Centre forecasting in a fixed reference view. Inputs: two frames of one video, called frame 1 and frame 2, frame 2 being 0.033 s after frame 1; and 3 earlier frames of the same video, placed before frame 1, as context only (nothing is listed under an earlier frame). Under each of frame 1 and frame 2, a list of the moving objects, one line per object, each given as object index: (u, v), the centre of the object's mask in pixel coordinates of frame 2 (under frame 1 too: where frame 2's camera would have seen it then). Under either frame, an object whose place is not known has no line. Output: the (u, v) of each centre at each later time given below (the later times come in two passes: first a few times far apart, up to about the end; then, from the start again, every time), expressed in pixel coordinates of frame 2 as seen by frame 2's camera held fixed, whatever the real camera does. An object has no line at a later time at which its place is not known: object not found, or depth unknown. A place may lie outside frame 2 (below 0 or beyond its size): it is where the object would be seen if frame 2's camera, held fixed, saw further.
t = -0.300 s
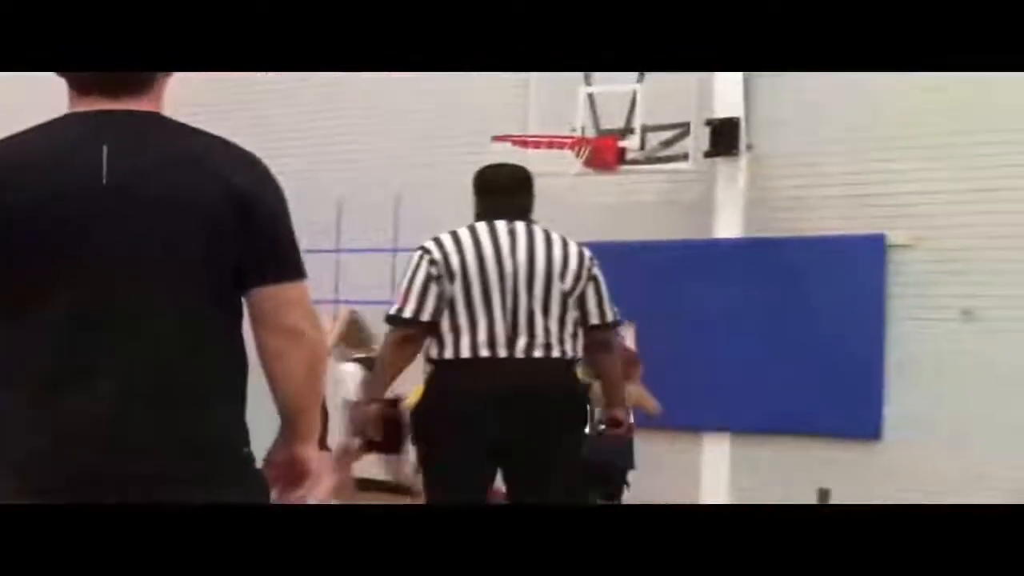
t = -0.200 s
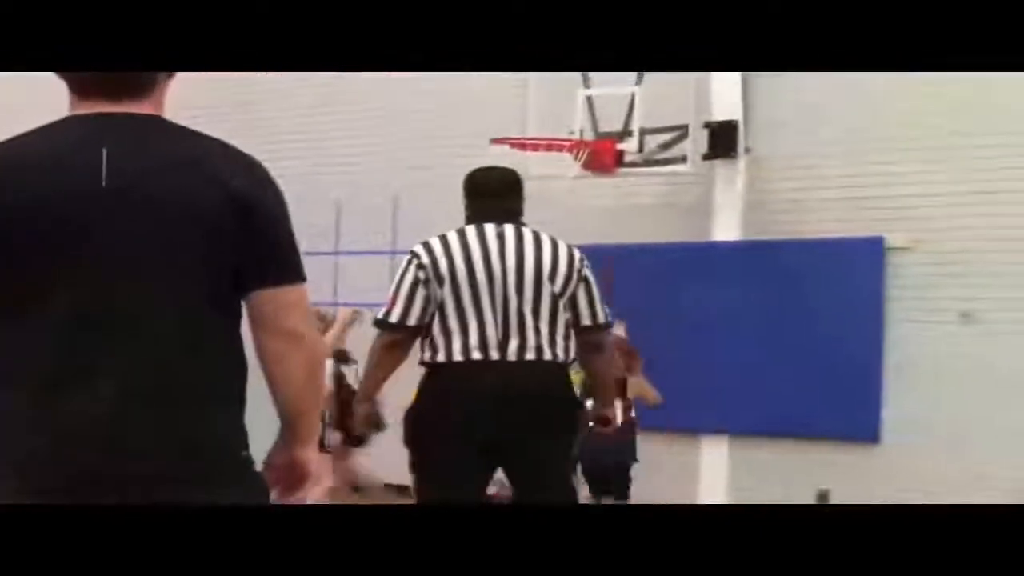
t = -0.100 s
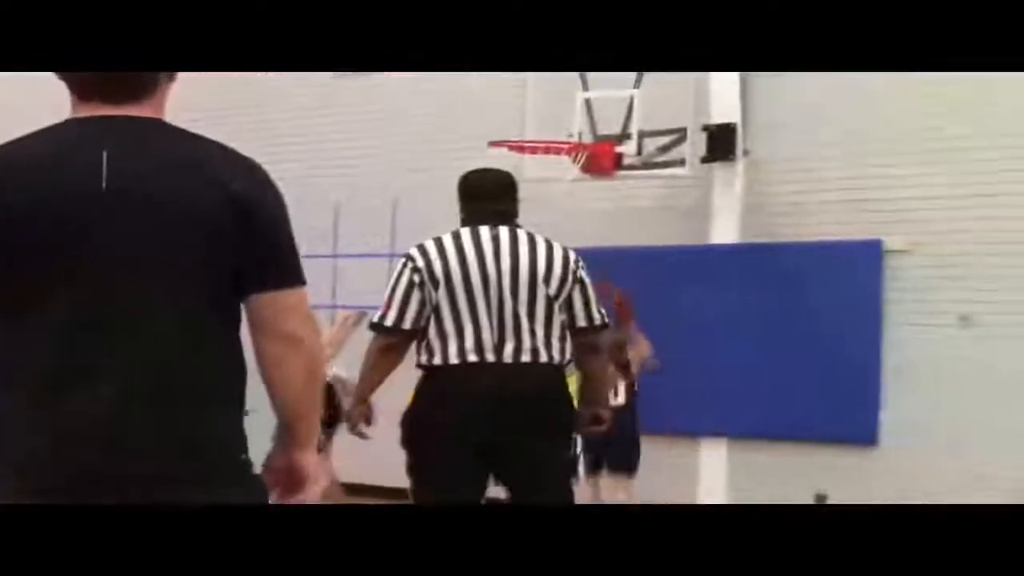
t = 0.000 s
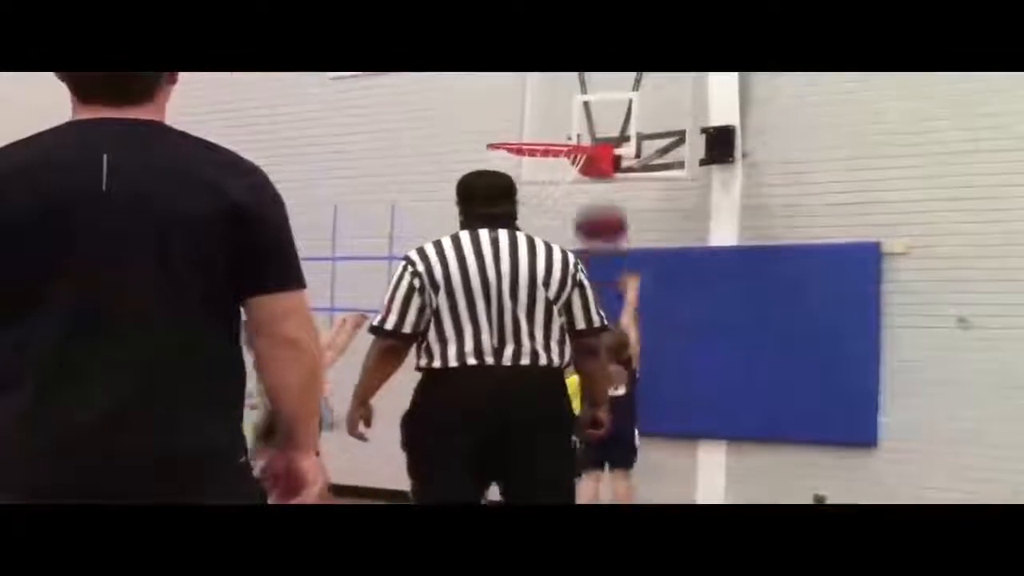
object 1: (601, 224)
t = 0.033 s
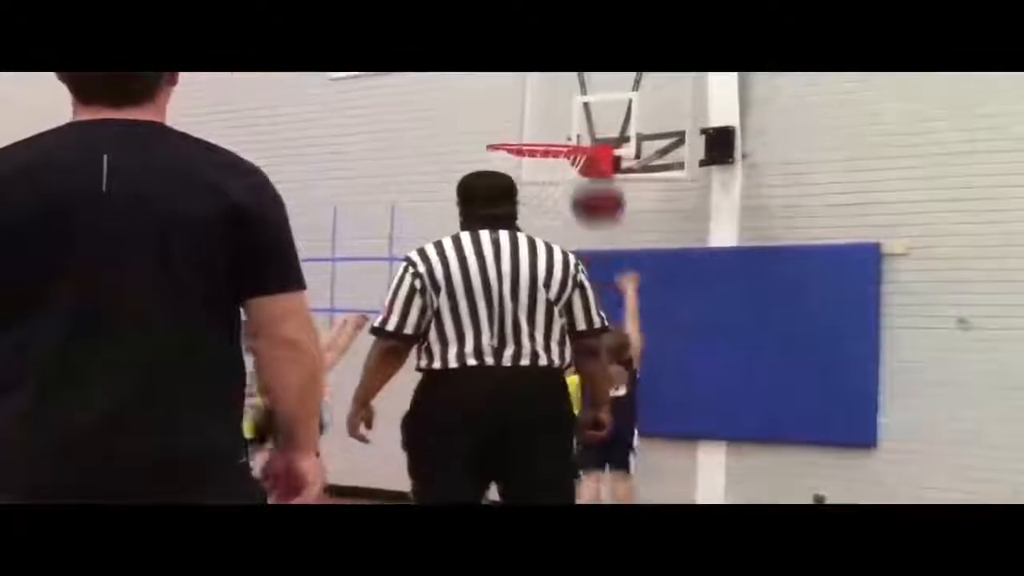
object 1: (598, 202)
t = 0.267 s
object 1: (577, 91)
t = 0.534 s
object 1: (549, 76)
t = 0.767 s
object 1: (522, 157)
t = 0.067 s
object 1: (594, 182)
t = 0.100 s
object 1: (592, 163)
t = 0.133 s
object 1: (589, 144)
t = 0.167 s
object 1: (588, 128)
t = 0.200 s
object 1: (583, 113)
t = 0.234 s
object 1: (580, 102)
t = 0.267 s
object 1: (577, 91)
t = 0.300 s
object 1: (573, 83)
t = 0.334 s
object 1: (571, 78)
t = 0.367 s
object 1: (567, 75)
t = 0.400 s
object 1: (564, 73)
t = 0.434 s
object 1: (560, 72)
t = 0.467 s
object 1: (557, 72)
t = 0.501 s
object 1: (553, 73)
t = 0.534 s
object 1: (549, 76)
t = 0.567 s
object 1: (545, 83)
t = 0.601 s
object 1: (542, 92)
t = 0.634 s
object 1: (538, 102)
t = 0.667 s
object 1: (534, 113)
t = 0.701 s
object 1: (530, 126)
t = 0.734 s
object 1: (527, 141)
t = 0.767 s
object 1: (522, 157)
